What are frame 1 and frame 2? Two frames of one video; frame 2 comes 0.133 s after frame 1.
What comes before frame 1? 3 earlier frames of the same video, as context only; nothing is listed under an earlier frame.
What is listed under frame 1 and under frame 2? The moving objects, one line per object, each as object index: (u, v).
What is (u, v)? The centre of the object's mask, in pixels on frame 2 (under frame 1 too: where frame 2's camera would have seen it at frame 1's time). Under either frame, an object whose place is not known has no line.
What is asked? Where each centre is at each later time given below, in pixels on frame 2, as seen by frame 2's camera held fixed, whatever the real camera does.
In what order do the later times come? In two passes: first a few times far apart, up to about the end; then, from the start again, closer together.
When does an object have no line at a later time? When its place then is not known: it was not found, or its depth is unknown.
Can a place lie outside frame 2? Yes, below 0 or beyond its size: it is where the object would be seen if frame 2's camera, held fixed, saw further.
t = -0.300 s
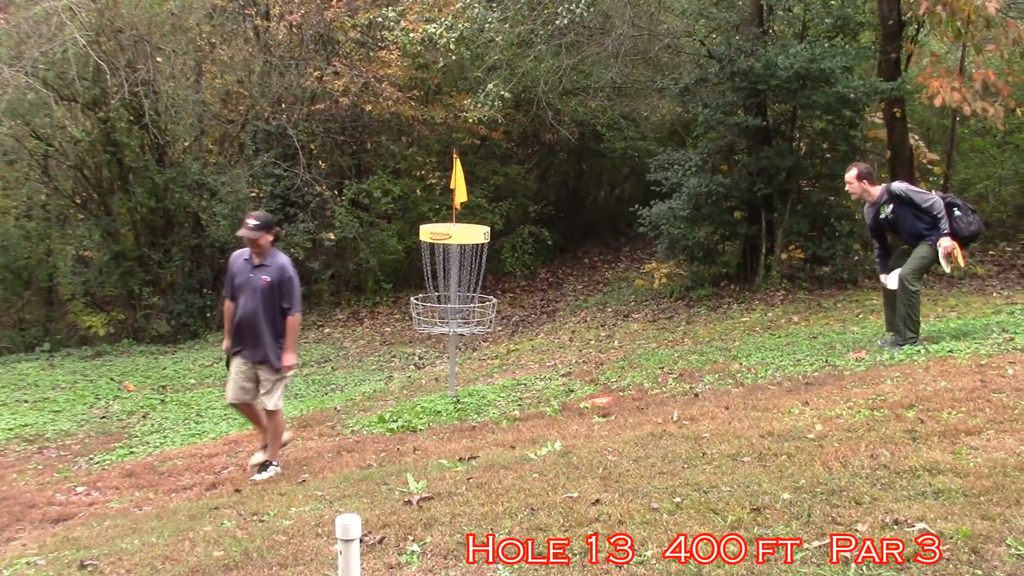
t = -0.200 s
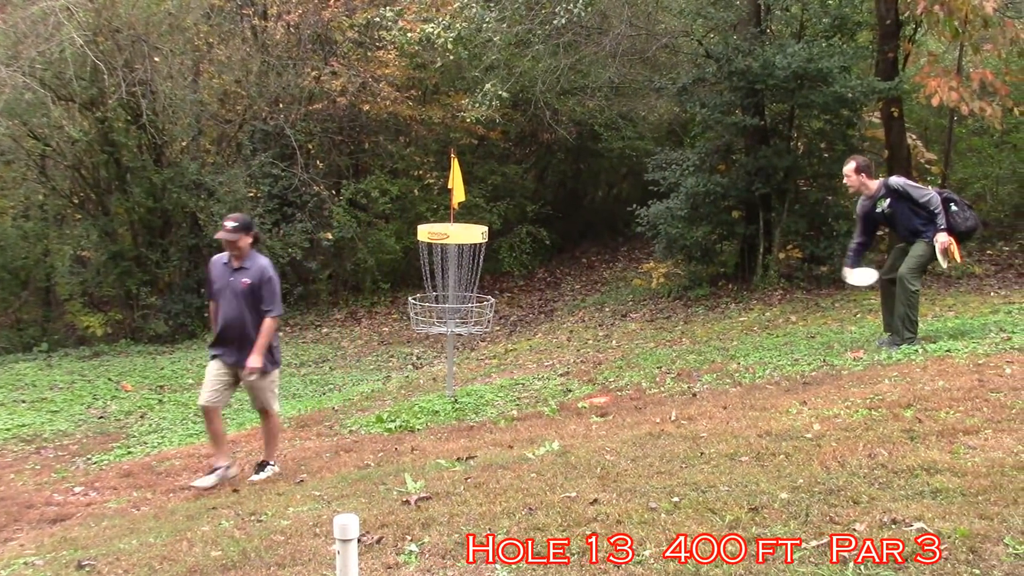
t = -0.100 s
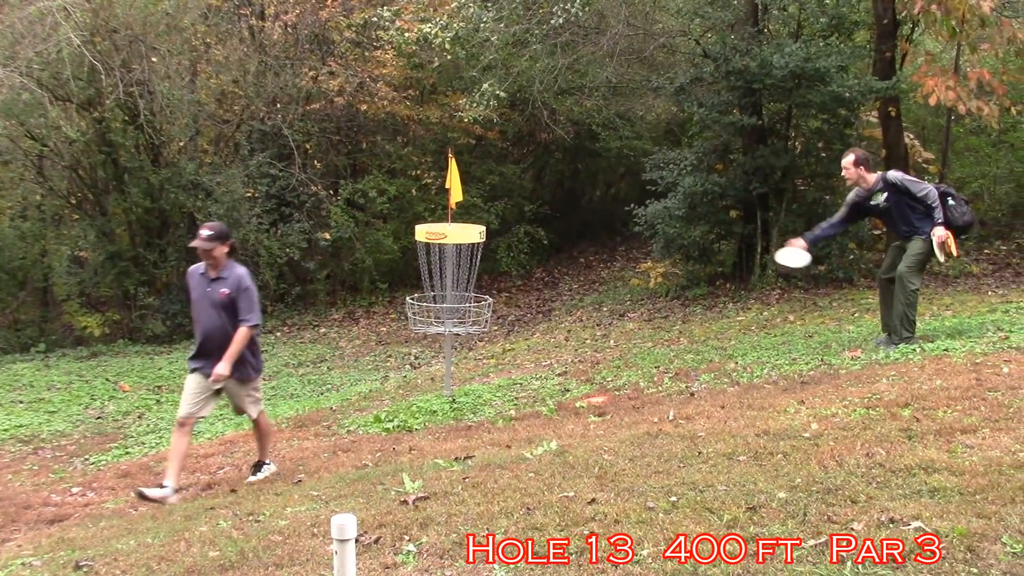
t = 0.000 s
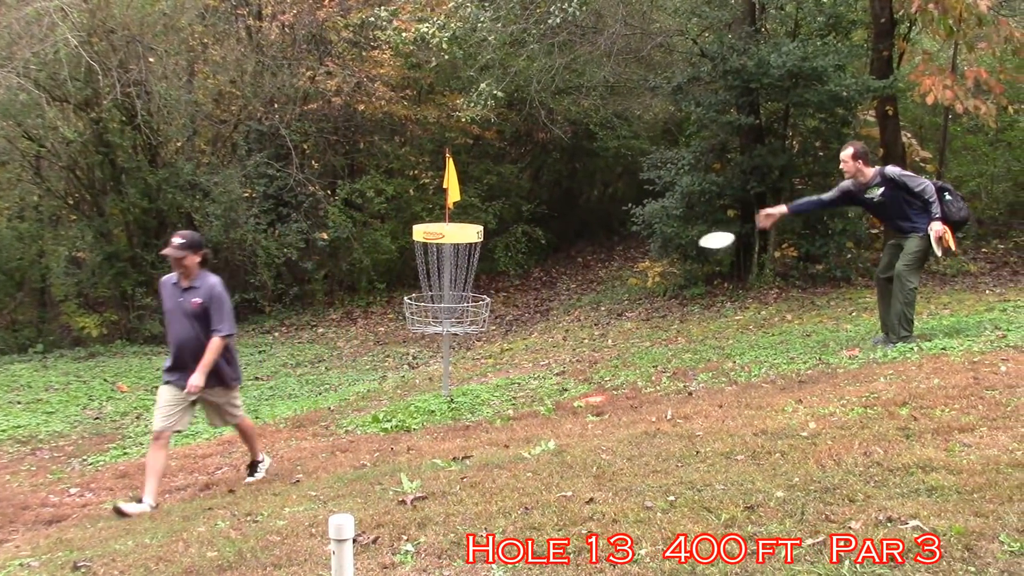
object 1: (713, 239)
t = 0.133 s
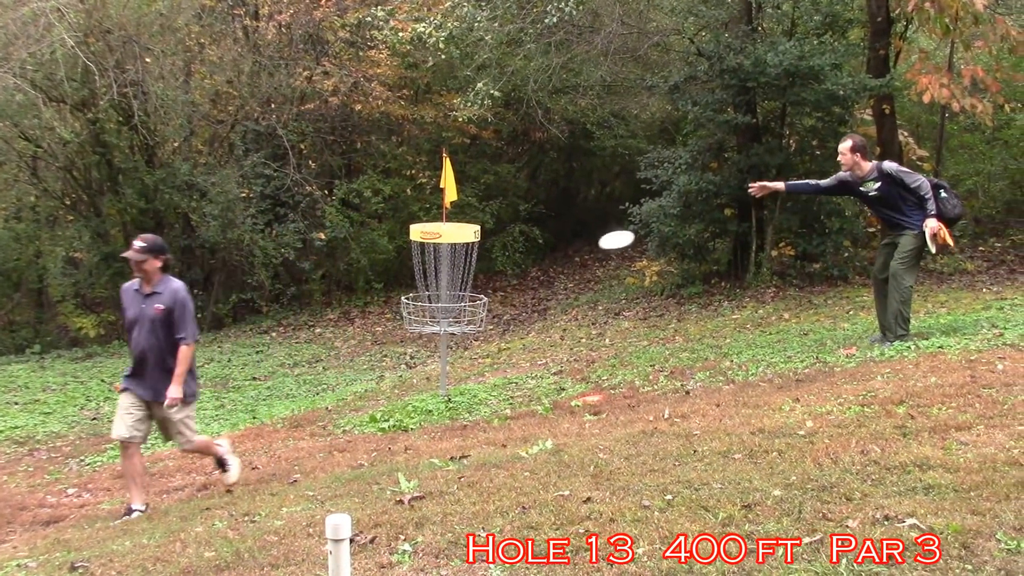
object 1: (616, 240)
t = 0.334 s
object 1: (476, 281)
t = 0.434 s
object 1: (452, 296)
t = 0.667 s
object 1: (451, 314)
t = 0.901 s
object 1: (469, 319)
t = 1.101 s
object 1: (467, 325)
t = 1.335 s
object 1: (467, 327)
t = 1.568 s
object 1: (467, 327)
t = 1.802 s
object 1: (466, 327)
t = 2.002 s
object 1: (466, 327)
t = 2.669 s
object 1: (466, 327)
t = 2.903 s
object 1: (467, 327)
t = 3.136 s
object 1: (467, 327)
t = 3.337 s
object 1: (467, 327)
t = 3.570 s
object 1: (468, 327)
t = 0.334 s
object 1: (476, 281)
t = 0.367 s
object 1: (463, 288)
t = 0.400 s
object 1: (456, 293)
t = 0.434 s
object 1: (452, 296)
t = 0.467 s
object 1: (449, 298)
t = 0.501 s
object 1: (447, 300)
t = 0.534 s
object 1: (446, 302)
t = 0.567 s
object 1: (446, 304)
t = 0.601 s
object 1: (448, 306)
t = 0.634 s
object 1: (450, 309)
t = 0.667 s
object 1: (451, 314)
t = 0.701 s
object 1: (455, 315)
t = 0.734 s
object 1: (458, 314)
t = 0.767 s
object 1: (462, 315)
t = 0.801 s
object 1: (466, 316)
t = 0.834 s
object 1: (469, 316)
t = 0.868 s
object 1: (470, 318)
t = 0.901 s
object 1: (469, 319)
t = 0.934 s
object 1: (469, 321)
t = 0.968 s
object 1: (468, 324)
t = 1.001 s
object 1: (466, 327)
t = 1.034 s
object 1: (466, 325)
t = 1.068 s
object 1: (467, 325)
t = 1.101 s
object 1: (467, 325)
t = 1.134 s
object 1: (467, 326)
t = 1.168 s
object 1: (467, 327)
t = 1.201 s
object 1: (467, 327)
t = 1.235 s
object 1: (466, 327)
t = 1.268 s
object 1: (467, 327)
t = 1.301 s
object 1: (467, 327)
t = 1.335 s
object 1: (467, 327)
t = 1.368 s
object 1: (467, 327)
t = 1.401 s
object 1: (467, 327)
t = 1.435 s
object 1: (467, 328)
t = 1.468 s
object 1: (467, 328)
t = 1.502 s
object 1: (467, 328)
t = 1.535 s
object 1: (466, 327)
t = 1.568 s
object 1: (467, 327)
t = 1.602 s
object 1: (466, 327)
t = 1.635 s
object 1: (466, 327)
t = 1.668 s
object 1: (466, 327)
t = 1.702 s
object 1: (466, 327)
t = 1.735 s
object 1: (466, 327)
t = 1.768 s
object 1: (466, 327)
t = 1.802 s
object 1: (466, 327)
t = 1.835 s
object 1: (466, 327)
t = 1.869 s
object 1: (466, 327)
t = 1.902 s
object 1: (466, 327)
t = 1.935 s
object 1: (466, 327)
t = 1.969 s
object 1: (466, 327)
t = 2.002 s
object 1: (466, 327)
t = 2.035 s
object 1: (466, 327)
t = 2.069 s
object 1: (466, 327)
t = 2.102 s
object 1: (466, 327)
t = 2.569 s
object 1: (466, 327)
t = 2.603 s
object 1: (466, 327)
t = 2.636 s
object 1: (466, 327)
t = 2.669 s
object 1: (466, 327)
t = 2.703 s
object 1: (466, 327)
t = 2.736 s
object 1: (466, 327)
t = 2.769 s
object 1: (466, 327)
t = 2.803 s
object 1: (466, 327)
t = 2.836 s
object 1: (466, 327)
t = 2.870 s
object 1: (466, 327)
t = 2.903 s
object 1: (467, 327)
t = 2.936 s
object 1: (467, 327)
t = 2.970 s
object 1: (467, 327)
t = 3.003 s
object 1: (466, 327)
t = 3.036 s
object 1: (466, 327)
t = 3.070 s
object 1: (467, 327)
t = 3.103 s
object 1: (467, 327)
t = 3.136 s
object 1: (467, 327)
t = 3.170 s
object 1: (467, 327)
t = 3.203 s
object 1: (467, 327)
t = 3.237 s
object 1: (467, 327)
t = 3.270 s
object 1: (467, 327)
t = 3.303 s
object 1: (467, 327)
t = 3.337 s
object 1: (467, 327)
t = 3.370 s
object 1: (467, 327)
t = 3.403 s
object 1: (467, 327)
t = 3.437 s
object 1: (467, 327)
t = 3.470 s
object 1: (468, 327)
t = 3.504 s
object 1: (468, 327)
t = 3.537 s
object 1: (468, 327)
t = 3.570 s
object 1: (468, 327)
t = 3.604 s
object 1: (468, 327)
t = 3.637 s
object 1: (468, 327)
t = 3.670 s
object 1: (468, 327)
